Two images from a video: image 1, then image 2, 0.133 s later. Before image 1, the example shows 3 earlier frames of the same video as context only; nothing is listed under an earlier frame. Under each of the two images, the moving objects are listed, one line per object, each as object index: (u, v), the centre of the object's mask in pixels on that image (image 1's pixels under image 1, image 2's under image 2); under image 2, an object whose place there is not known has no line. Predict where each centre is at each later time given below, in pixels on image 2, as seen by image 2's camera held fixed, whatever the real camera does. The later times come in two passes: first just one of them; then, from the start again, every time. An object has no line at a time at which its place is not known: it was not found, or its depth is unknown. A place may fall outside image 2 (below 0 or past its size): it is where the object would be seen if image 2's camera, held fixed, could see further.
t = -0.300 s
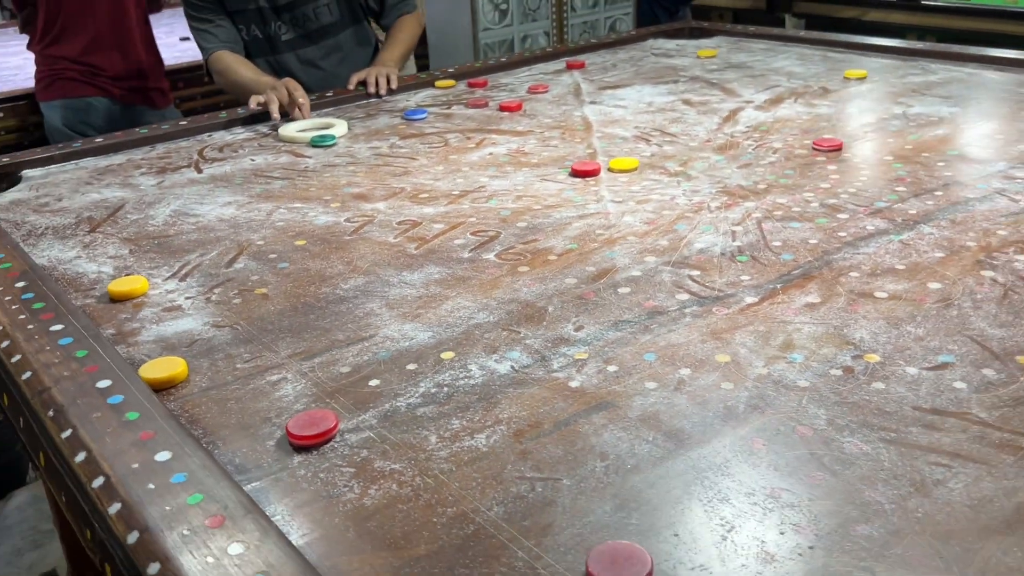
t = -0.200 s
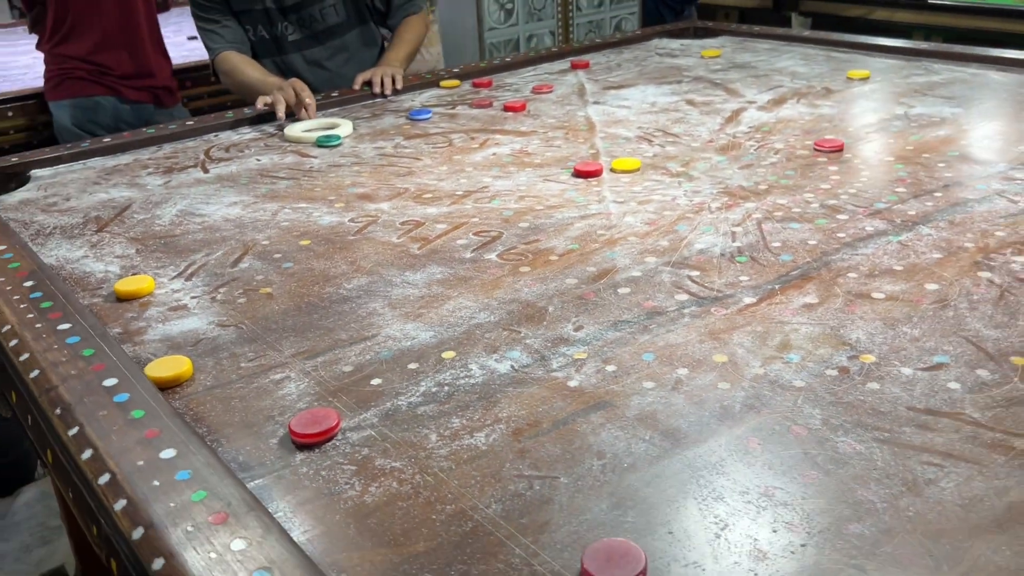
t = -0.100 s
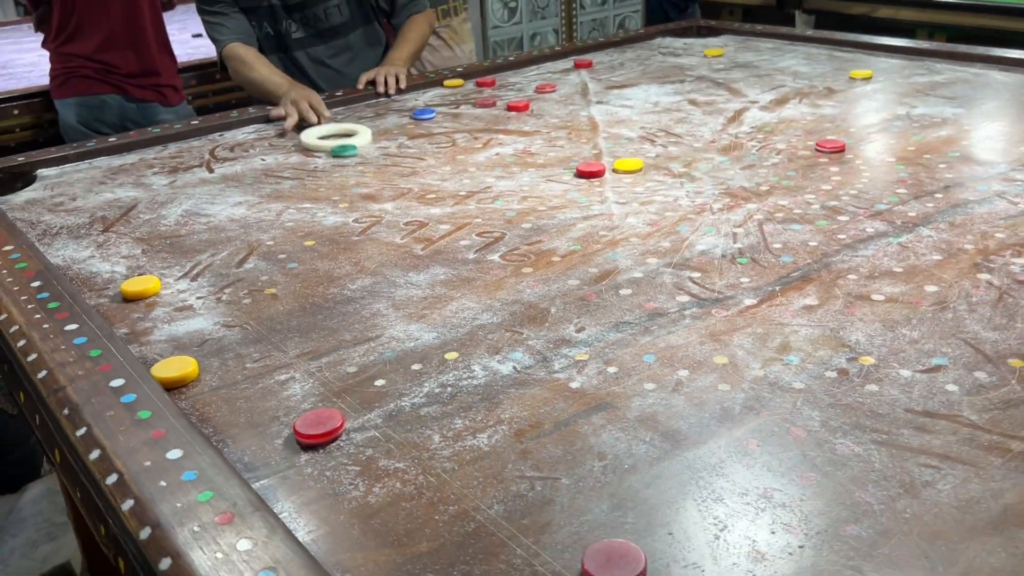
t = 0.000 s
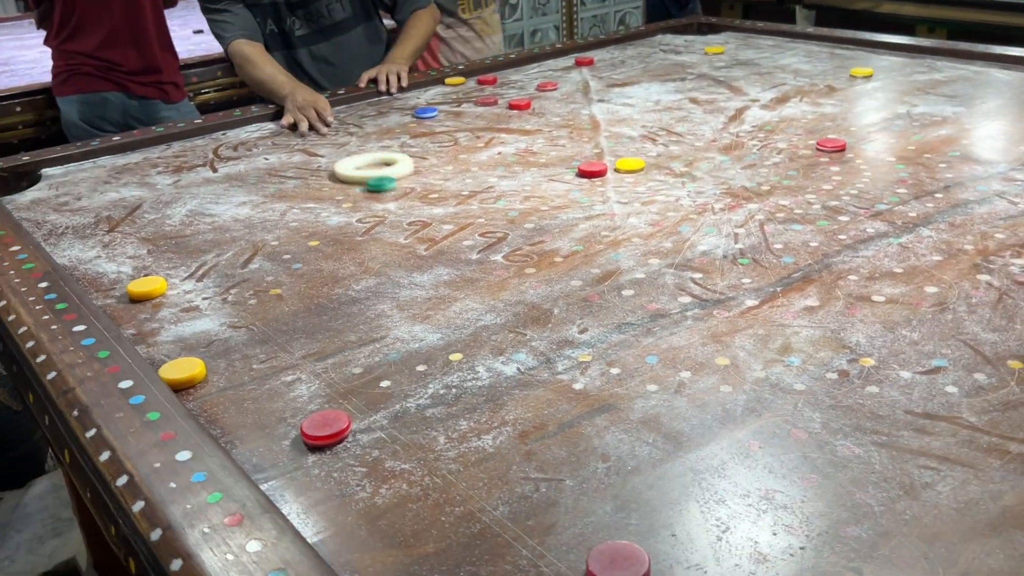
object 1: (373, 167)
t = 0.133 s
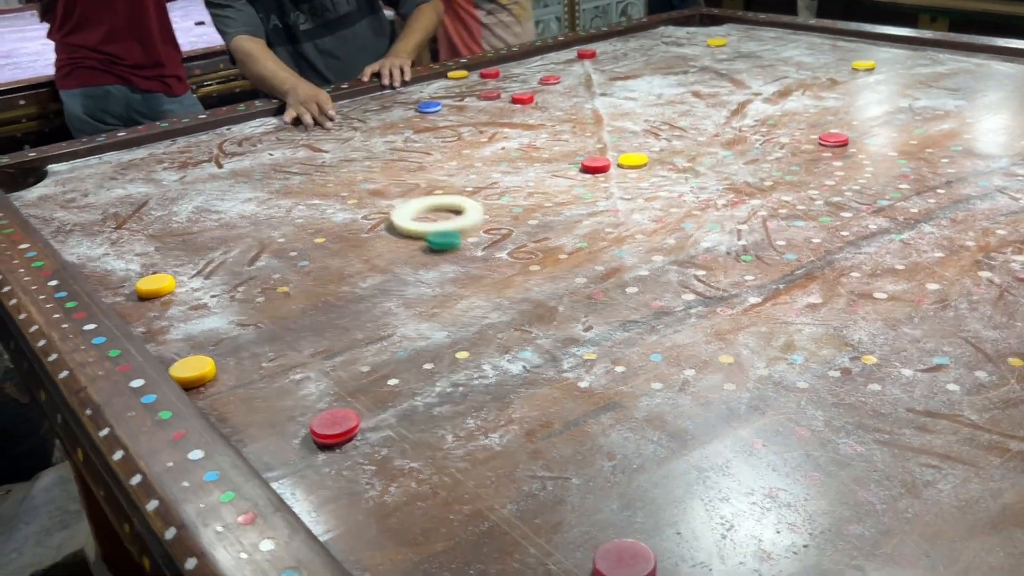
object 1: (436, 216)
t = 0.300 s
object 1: (541, 314)
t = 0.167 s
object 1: (454, 232)
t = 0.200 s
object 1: (472, 250)
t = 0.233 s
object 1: (492, 269)
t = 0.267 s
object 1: (516, 290)
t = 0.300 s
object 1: (541, 314)
